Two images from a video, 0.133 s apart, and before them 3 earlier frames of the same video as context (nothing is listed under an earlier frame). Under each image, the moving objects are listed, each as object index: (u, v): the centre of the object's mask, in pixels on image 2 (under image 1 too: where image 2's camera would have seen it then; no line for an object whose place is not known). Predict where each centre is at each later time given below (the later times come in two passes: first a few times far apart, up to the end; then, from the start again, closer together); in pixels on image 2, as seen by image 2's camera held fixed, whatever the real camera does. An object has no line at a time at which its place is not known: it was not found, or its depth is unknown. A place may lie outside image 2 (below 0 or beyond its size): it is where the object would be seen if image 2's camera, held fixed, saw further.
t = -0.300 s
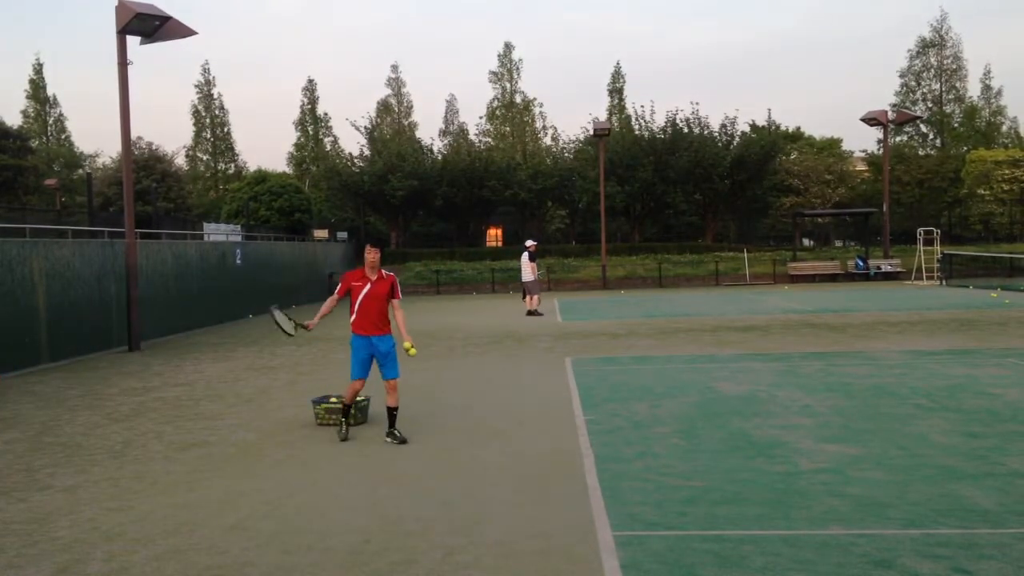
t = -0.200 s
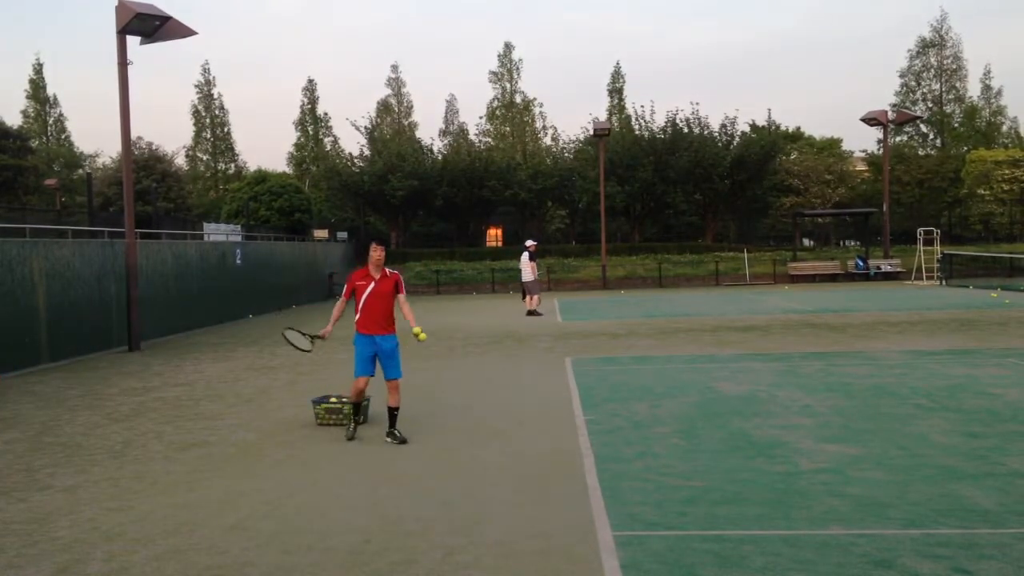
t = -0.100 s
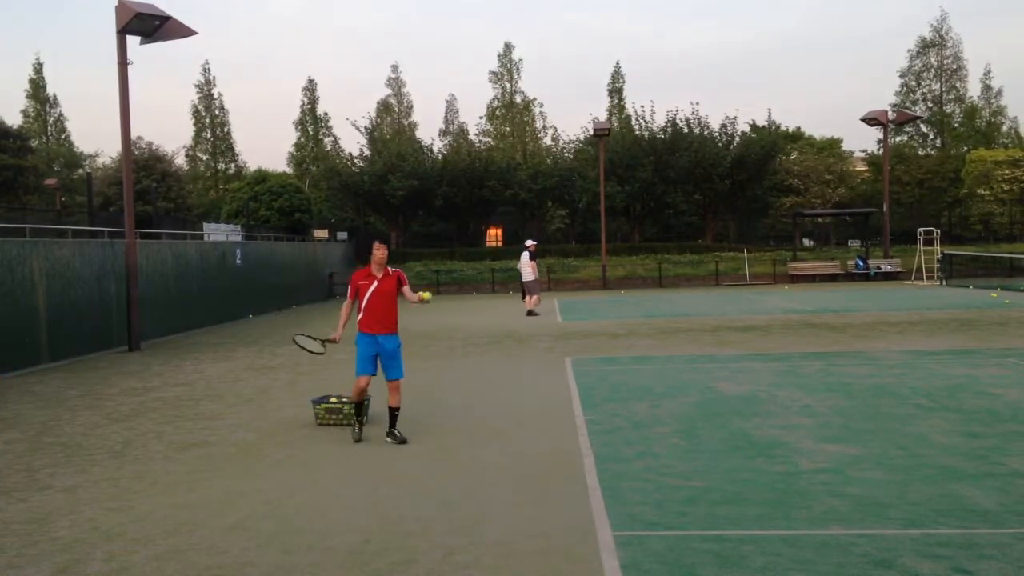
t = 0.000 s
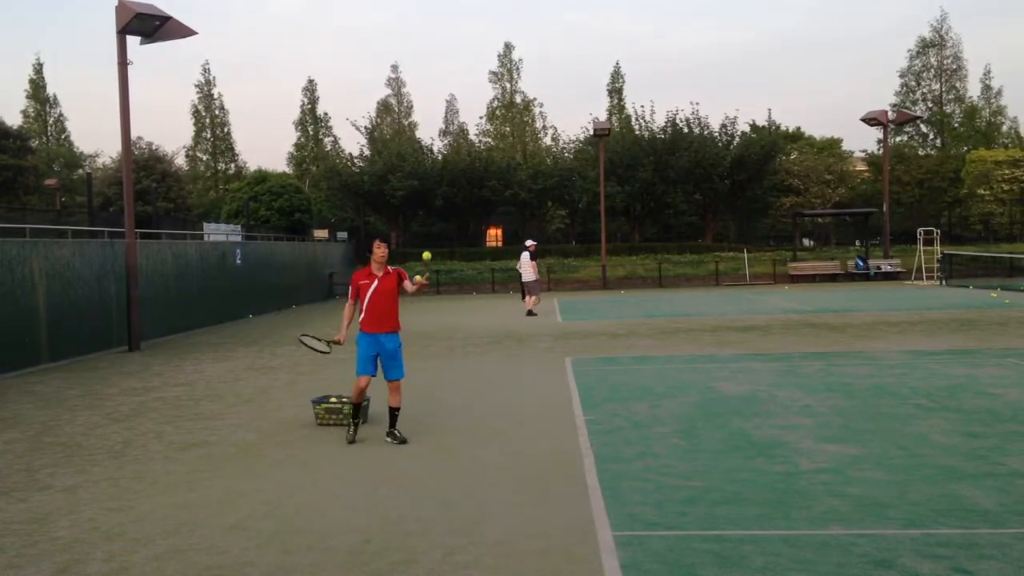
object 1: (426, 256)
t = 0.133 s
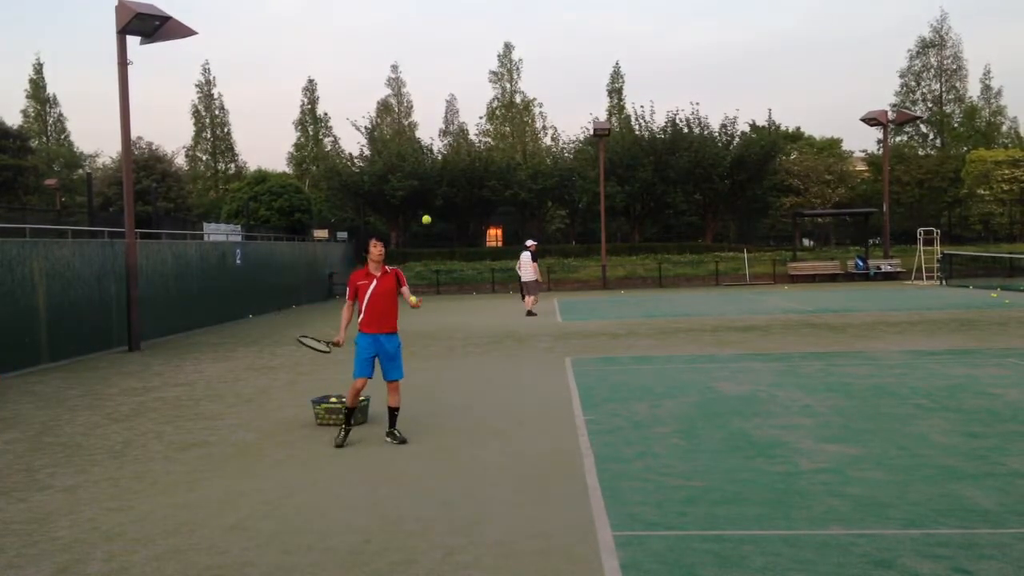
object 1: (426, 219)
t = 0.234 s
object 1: (426, 206)
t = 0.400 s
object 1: (428, 213)
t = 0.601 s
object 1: (431, 272)
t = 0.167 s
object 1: (426, 214)
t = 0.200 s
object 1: (426, 209)
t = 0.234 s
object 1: (426, 206)
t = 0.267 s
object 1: (427, 205)
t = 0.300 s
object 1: (427, 205)
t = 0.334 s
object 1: (427, 206)
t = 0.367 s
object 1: (427, 209)
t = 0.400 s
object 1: (428, 213)
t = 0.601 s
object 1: (431, 272)
